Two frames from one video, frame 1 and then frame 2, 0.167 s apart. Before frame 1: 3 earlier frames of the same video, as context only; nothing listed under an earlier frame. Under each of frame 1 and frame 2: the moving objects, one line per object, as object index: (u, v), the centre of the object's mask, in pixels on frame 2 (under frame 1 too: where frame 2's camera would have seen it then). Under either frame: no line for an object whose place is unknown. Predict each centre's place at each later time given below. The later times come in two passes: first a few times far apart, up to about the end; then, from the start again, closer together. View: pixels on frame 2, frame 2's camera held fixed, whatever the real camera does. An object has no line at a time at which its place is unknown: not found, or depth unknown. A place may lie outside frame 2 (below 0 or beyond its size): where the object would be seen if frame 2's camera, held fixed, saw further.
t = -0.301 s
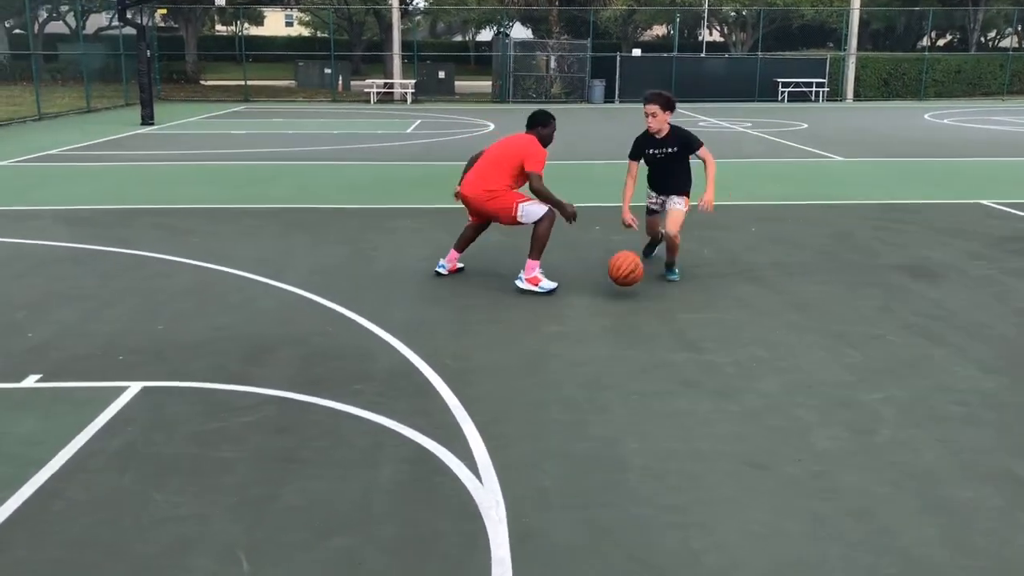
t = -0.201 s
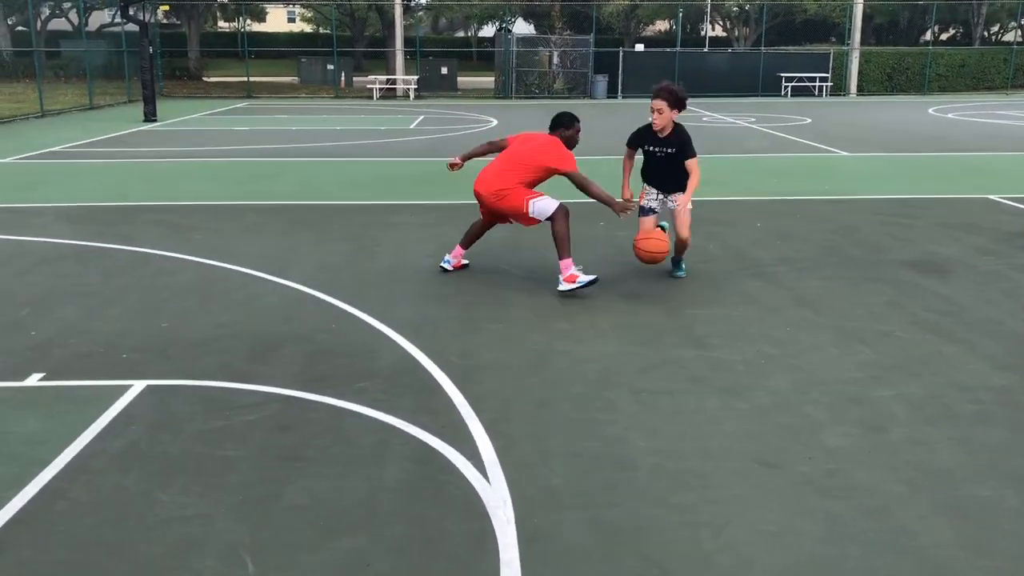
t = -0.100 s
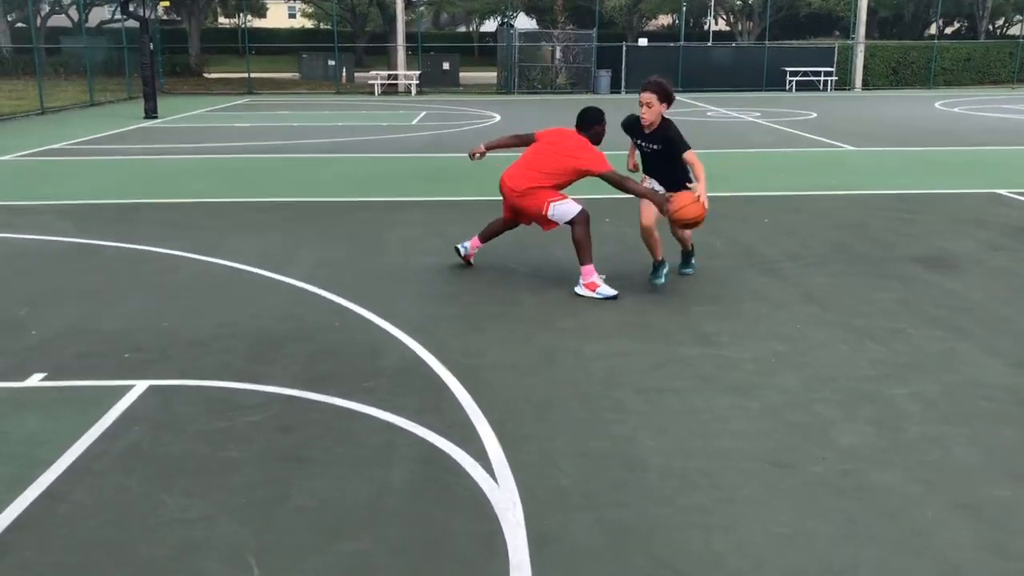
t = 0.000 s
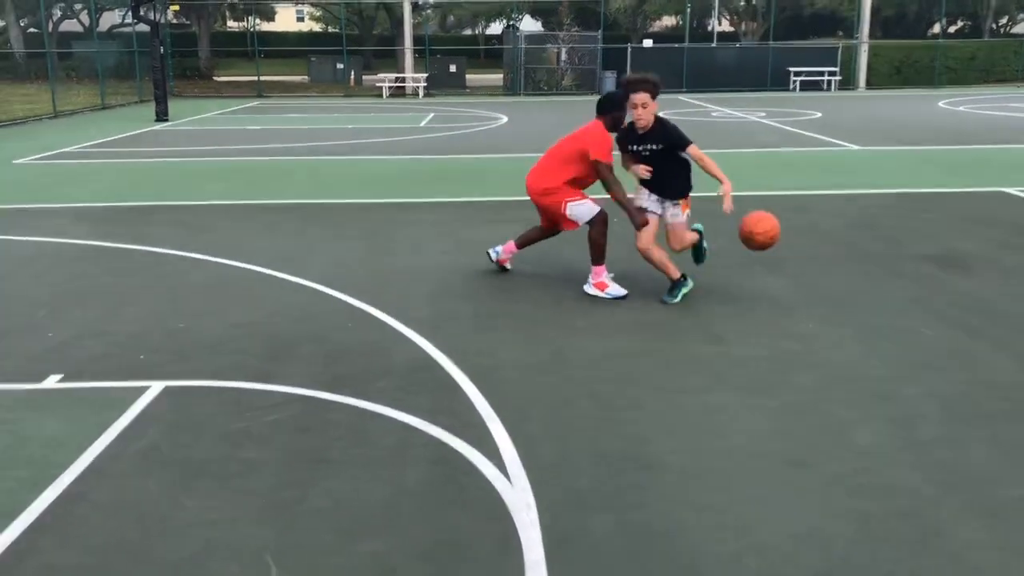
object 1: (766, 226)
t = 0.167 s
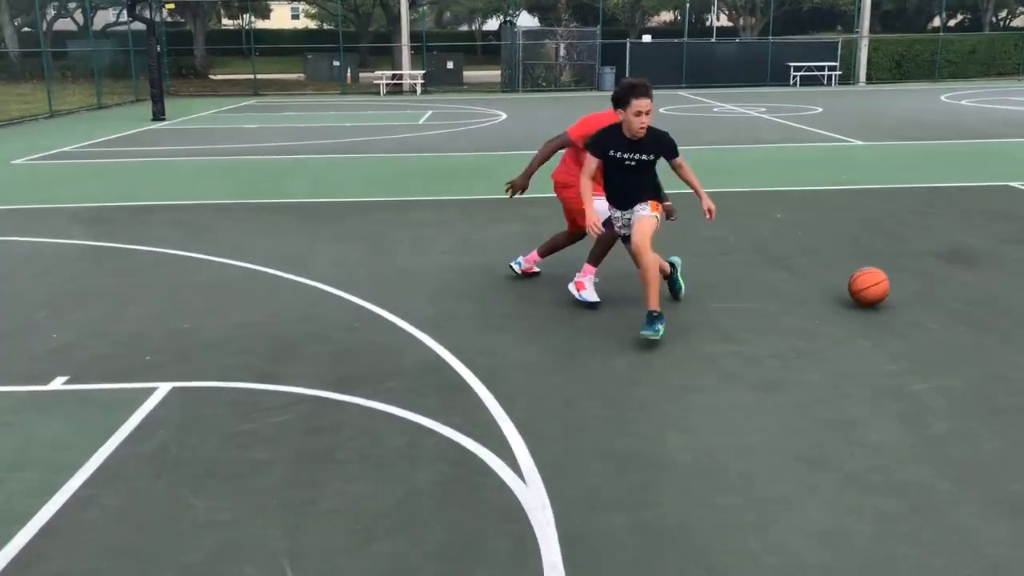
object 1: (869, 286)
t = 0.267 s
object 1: (900, 252)
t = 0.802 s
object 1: (1071, 288)
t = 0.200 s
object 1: (879, 273)
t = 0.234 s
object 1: (890, 262)
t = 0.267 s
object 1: (900, 252)
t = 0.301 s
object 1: (912, 244)
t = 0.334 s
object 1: (923, 237)
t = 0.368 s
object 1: (935, 232)
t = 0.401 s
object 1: (946, 229)
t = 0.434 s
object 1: (958, 227)
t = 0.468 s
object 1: (968, 227)
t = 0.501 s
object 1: (980, 230)
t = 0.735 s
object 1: (1046, 298)
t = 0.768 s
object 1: (1058, 299)
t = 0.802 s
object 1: (1071, 288)
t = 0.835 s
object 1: (1085, 279)
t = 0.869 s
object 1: (1098, 272)
